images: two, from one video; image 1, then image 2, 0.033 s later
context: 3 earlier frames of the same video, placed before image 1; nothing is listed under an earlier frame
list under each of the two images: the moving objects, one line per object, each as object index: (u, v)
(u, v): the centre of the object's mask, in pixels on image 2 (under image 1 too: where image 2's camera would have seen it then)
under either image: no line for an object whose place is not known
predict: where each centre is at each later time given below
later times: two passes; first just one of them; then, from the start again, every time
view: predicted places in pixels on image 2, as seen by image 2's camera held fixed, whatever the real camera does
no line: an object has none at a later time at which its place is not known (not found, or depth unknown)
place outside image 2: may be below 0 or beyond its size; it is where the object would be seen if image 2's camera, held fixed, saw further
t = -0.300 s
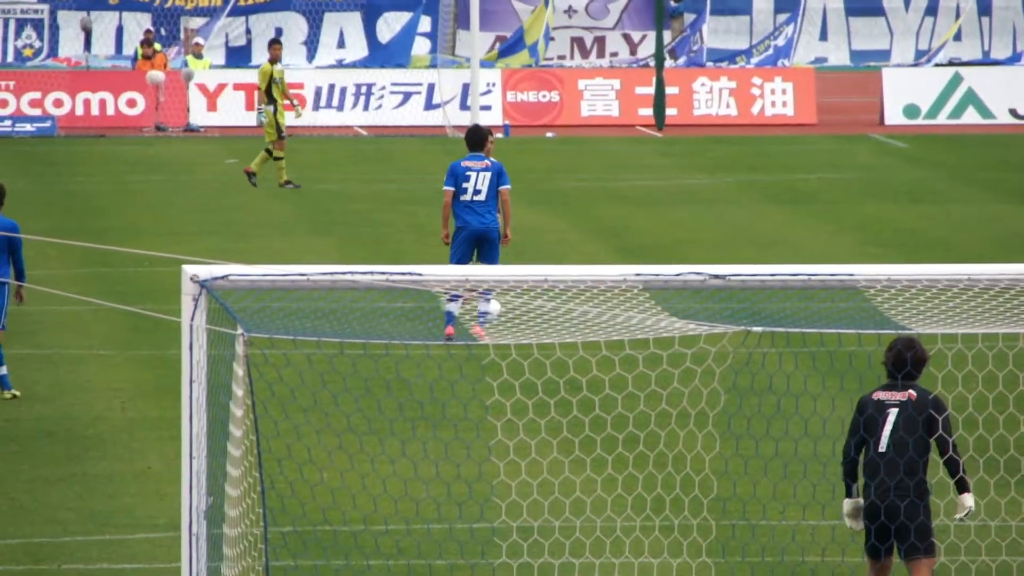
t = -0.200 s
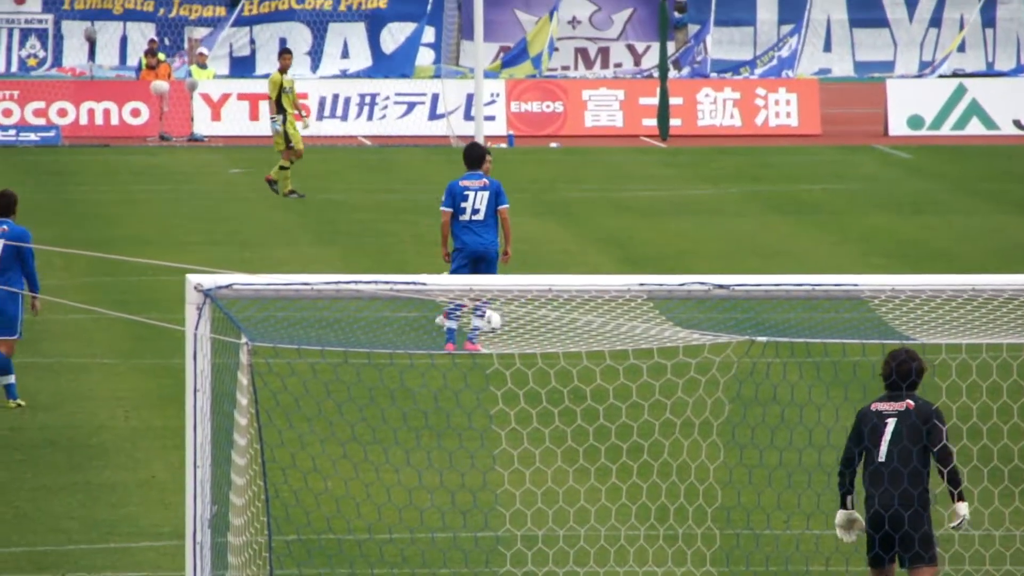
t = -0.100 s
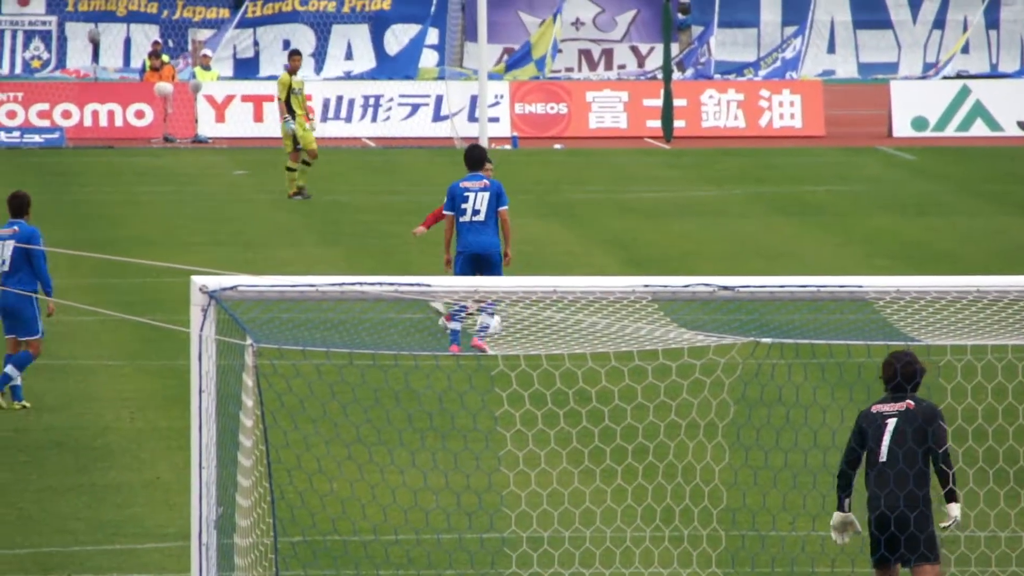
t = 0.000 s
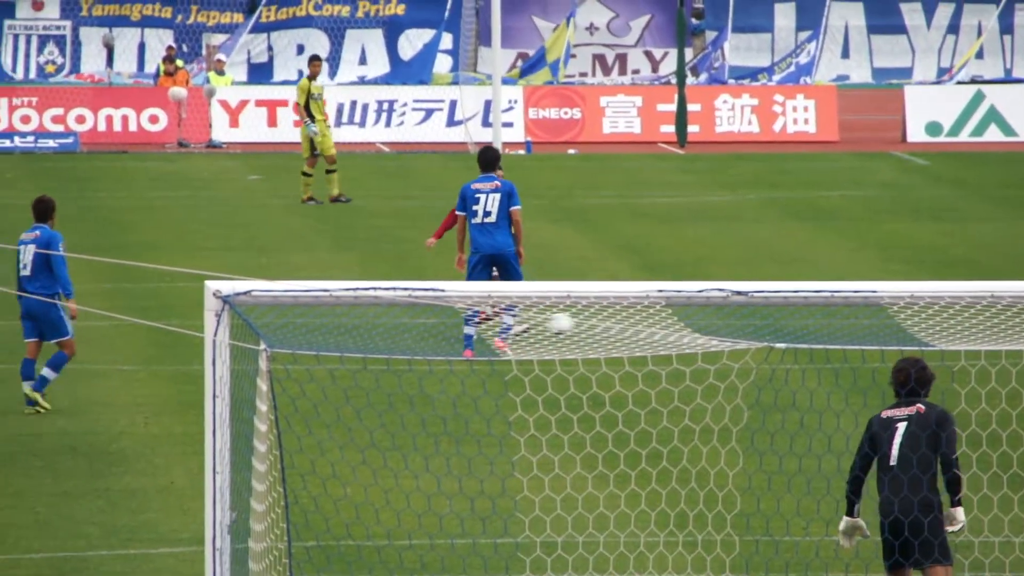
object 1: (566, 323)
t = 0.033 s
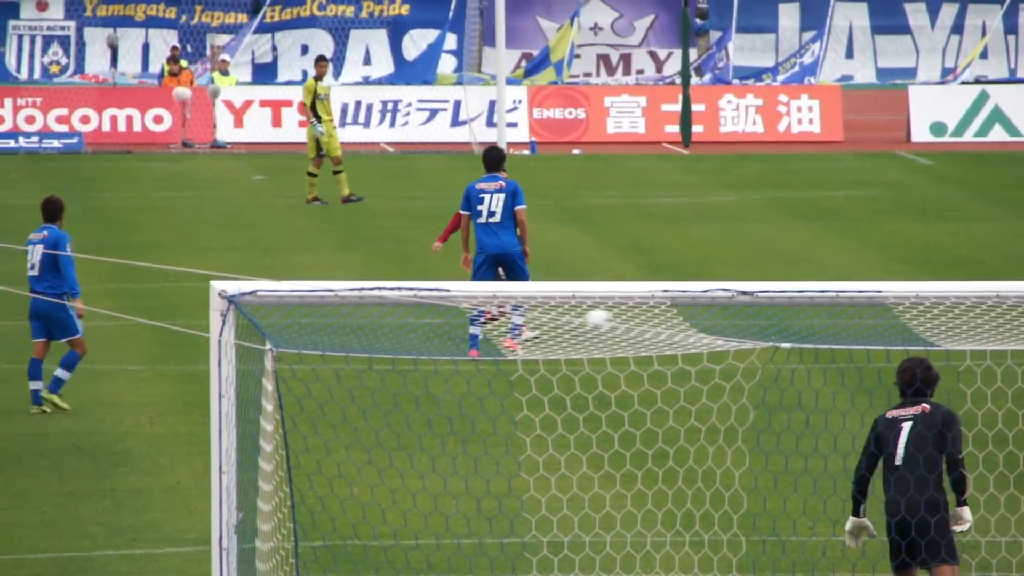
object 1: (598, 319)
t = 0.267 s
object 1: (819, 331)
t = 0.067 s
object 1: (629, 316)
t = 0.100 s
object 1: (662, 315)
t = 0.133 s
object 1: (694, 317)
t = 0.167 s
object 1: (725, 319)
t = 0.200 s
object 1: (757, 322)
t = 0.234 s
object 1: (788, 326)
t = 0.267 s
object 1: (819, 331)
